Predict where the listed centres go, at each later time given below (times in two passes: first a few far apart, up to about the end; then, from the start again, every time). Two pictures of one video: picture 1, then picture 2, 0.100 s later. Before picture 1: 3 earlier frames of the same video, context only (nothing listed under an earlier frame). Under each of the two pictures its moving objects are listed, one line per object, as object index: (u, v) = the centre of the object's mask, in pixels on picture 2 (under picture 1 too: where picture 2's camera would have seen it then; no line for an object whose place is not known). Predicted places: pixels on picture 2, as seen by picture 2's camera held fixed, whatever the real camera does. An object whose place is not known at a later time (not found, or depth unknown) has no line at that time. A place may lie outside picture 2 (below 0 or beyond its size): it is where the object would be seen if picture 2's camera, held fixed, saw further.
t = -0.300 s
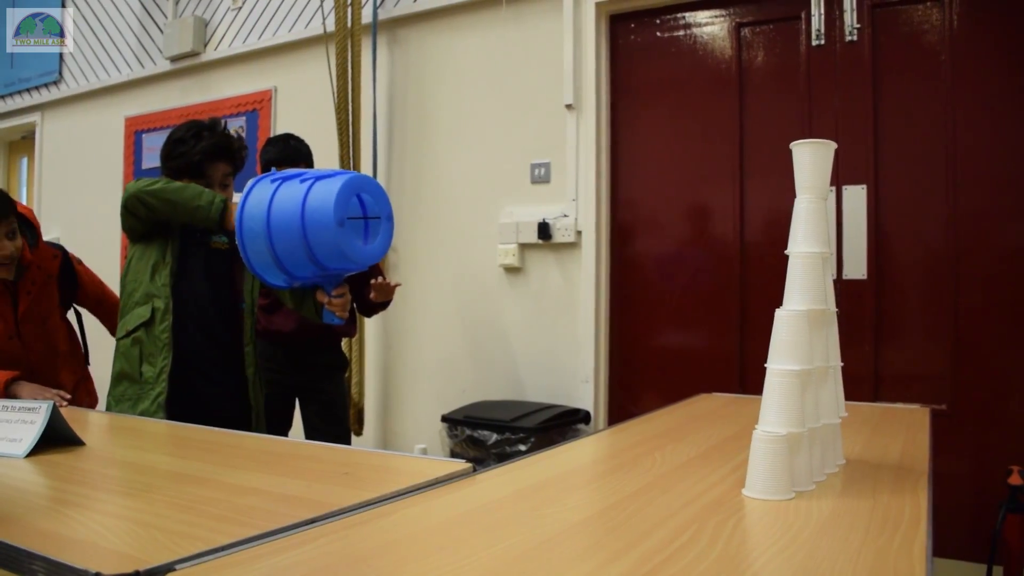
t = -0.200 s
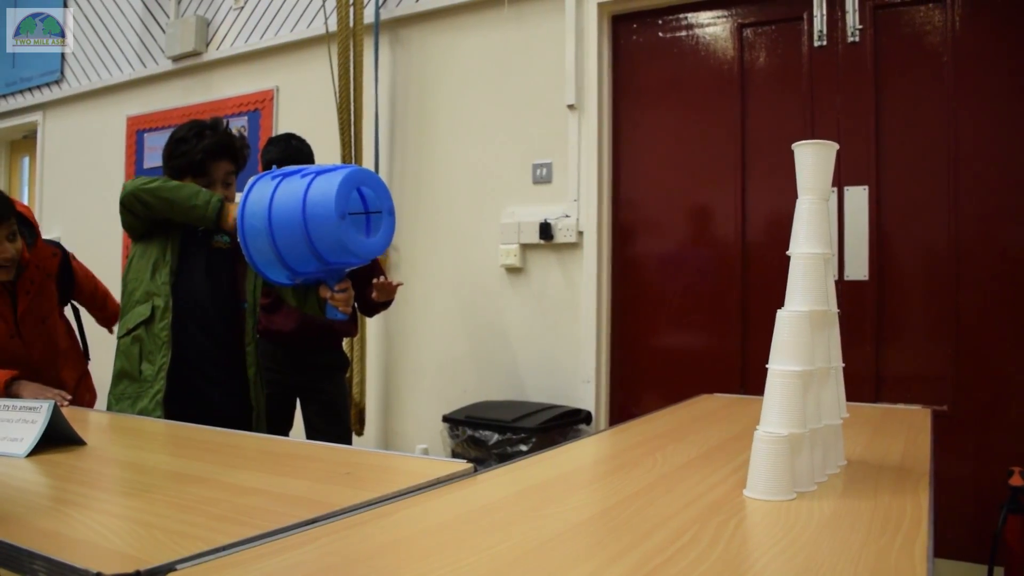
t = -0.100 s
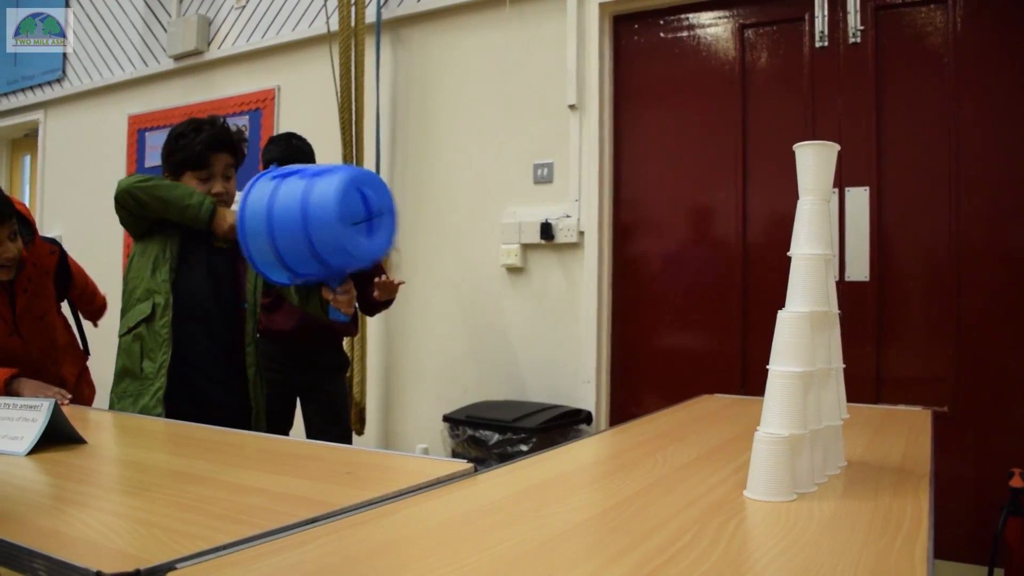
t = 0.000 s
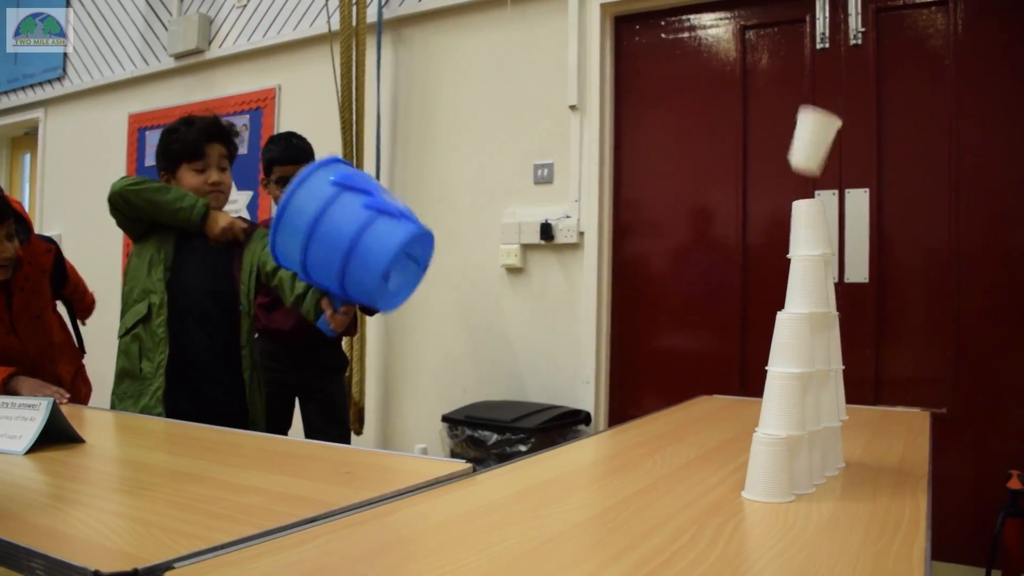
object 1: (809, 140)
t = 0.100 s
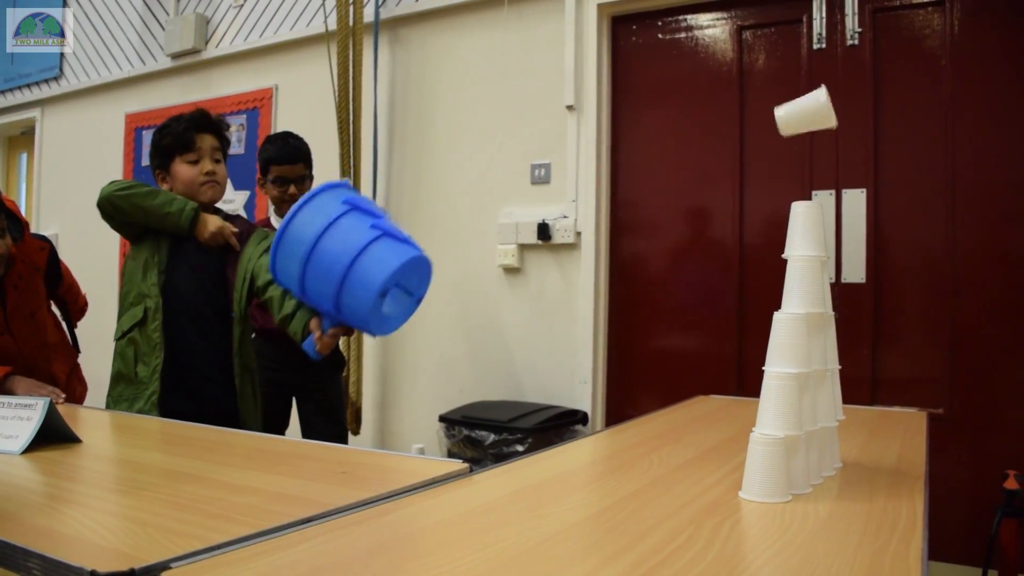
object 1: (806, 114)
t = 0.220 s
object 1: (801, 149)
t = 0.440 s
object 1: (760, 366)
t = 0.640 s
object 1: (727, 420)
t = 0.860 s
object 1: (663, 403)
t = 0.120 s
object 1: (806, 115)
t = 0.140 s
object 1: (806, 118)
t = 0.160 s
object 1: (804, 122)
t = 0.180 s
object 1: (804, 129)
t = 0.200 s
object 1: (803, 138)
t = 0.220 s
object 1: (801, 149)
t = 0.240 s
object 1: (800, 161)
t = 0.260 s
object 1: (797, 172)
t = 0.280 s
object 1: (793, 184)
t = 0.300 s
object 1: (789, 200)
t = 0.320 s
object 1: (785, 219)
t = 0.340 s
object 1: (779, 247)
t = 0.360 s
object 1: (776, 273)
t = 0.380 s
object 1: (773, 293)
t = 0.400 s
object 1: (768, 317)
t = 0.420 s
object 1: (762, 343)
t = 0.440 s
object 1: (760, 366)
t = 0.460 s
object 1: (760, 372)
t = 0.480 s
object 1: (756, 374)
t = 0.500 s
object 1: (750, 392)
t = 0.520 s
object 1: (749, 406)
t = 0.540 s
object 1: (747, 408)
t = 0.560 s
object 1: (742, 417)
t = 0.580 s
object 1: (736, 418)
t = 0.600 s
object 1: (736, 419)
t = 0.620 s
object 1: (734, 418)
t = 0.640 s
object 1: (727, 420)
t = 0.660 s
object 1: (722, 421)
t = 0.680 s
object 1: (718, 422)
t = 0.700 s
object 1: (712, 416)
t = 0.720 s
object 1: (706, 406)
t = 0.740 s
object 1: (699, 400)
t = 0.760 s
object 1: (692, 395)
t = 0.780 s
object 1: (686, 393)
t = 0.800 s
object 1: (680, 393)
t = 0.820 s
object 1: (674, 394)
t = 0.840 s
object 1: (669, 398)
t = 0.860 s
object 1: (663, 403)
